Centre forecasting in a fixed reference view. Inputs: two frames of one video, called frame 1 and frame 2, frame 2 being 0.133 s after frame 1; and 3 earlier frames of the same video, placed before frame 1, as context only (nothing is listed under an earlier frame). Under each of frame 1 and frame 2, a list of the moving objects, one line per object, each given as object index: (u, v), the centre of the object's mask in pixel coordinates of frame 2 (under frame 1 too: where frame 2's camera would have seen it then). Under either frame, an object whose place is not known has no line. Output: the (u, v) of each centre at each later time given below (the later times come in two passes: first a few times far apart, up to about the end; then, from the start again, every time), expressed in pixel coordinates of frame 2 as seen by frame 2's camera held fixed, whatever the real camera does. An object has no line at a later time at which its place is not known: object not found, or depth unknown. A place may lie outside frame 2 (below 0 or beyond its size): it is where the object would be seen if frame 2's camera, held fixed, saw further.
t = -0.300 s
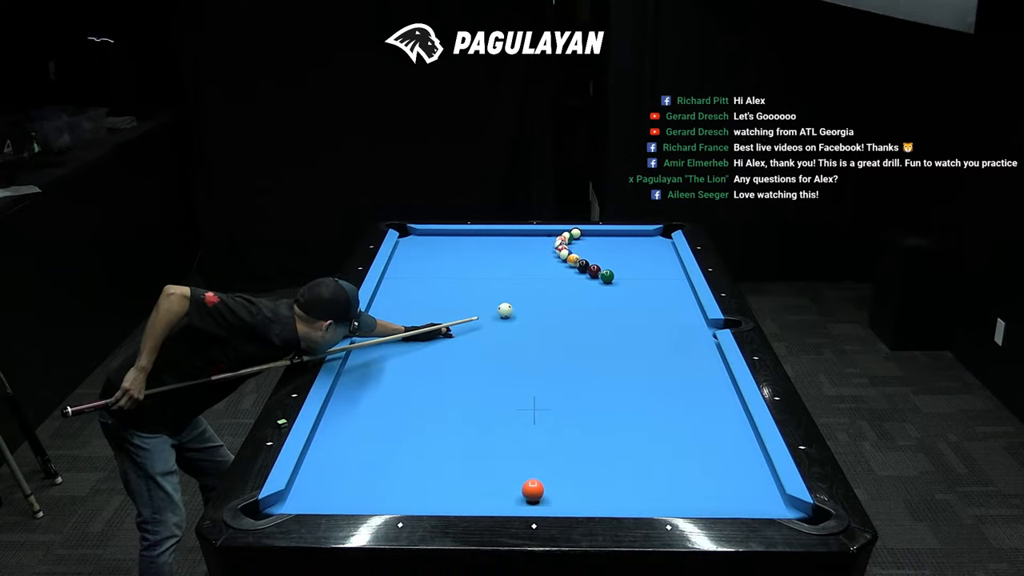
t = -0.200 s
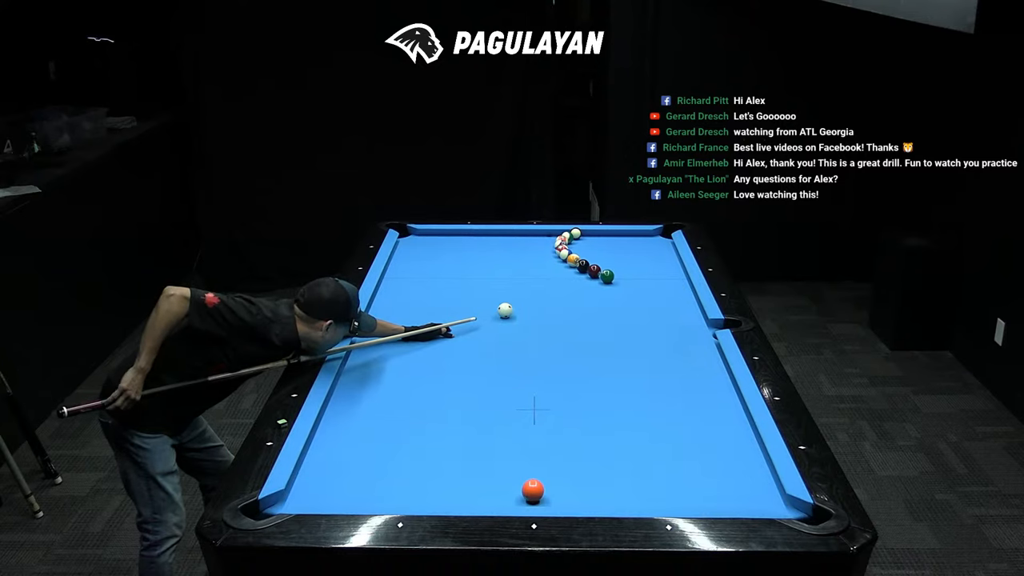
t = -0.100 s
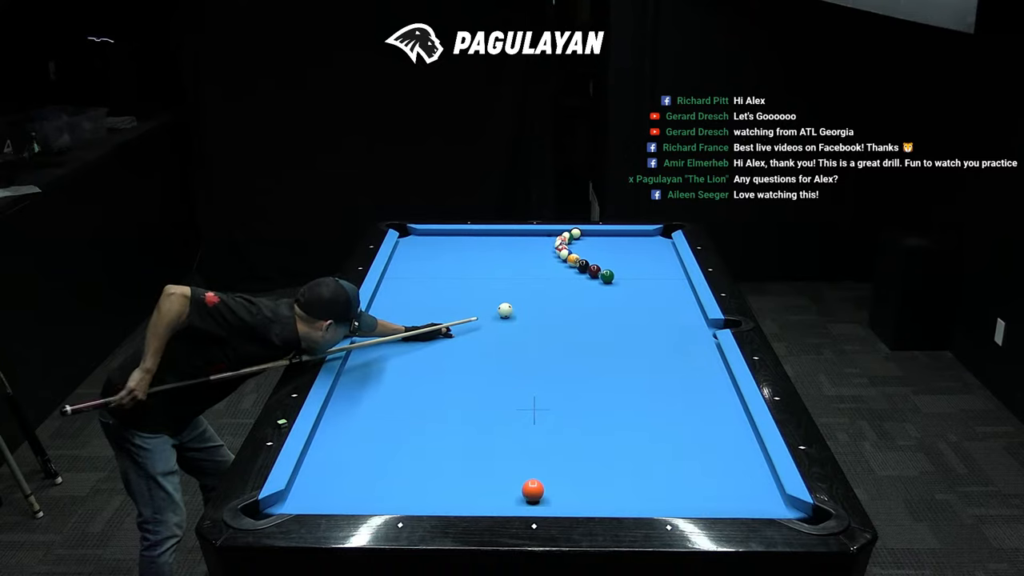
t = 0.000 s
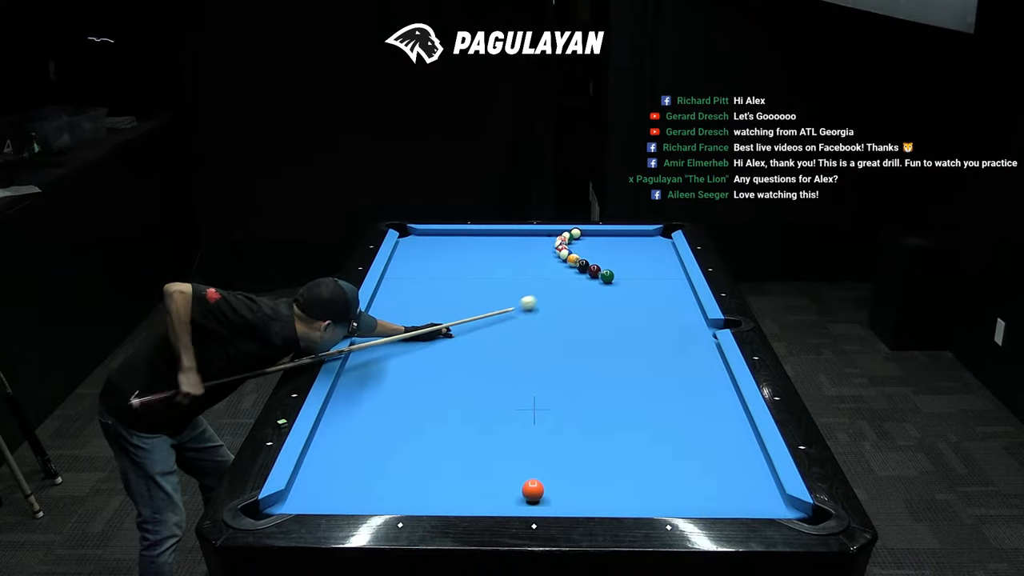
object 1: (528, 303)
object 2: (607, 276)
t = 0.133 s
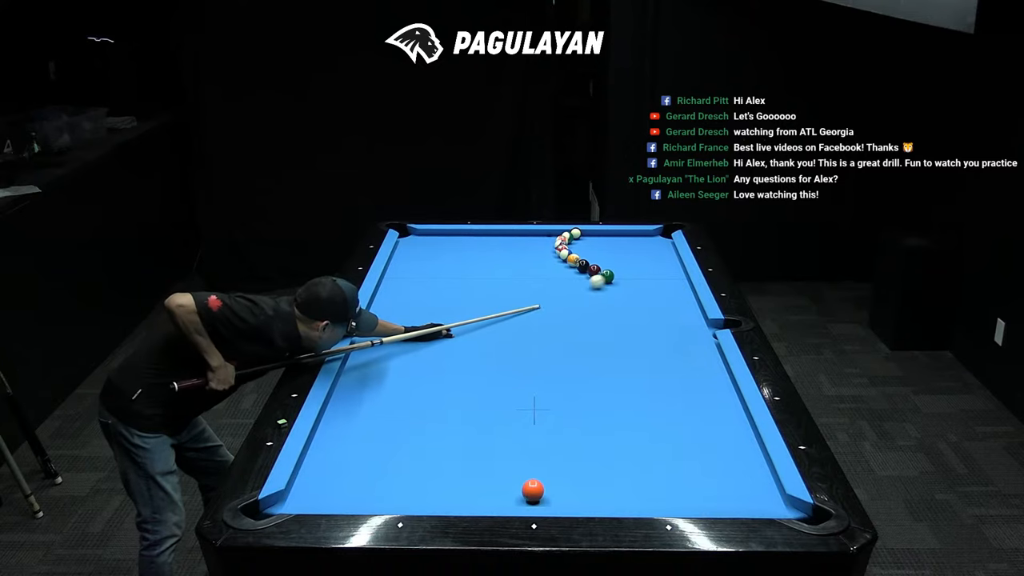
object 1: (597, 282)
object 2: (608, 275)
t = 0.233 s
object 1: (624, 283)
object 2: (628, 261)
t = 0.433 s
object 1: (666, 287)
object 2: (666, 234)
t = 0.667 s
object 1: (672, 293)
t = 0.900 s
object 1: (648, 300)
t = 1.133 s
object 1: (624, 308)
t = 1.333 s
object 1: (603, 314)
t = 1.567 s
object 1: (579, 321)
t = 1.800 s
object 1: (555, 328)
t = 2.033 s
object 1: (532, 336)
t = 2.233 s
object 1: (511, 342)
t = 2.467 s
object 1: (488, 350)
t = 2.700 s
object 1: (464, 357)
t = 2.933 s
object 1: (442, 364)
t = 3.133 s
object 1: (422, 370)
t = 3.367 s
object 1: (401, 377)
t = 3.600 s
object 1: (379, 384)
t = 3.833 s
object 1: (358, 391)
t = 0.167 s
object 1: (608, 281)
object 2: (614, 271)
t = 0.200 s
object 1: (616, 282)
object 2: (621, 266)
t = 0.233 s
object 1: (624, 283)
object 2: (628, 261)
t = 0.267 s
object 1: (631, 284)
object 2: (636, 256)
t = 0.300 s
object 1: (638, 284)
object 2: (642, 251)
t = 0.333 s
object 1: (645, 285)
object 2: (649, 246)
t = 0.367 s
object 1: (653, 286)
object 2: (655, 242)
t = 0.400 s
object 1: (660, 286)
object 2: (660, 238)
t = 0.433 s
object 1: (666, 287)
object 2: (666, 234)
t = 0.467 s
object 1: (674, 287)
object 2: (670, 230)
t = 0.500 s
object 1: (681, 288)
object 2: (675, 228)
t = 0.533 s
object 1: (688, 289)
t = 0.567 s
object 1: (683, 290)
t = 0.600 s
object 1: (679, 291)
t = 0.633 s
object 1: (675, 292)
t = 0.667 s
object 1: (672, 293)
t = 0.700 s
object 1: (668, 294)
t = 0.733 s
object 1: (665, 295)
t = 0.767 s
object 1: (661, 296)
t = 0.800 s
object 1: (658, 297)
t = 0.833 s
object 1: (655, 298)
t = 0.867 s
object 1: (651, 299)
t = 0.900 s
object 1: (648, 300)
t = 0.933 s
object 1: (644, 301)
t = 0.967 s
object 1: (641, 302)
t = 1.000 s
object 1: (638, 303)
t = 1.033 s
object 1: (634, 304)
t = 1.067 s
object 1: (631, 305)
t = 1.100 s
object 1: (627, 306)
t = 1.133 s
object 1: (624, 308)
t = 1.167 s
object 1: (620, 309)
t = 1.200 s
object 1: (617, 310)
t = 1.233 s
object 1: (613, 311)
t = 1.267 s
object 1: (610, 312)
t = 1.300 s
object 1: (607, 313)
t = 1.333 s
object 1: (603, 314)
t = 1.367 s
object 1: (600, 315)
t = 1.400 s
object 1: (596, 316)
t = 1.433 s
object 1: (593, 317)
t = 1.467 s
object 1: (589, 318)
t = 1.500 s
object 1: (586, 319)
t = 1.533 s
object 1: (582, 320)
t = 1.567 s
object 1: (579, 321)
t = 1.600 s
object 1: (576, 322)
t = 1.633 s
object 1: (572, 323)
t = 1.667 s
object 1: (569, 324)
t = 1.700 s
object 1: (565, 325)
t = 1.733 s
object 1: (562, 327)
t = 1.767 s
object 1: (559, 328)
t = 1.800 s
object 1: (555, 328)
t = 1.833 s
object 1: (552, 330)
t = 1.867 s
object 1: (549, 330)
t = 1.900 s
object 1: (545, 332)
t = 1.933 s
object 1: (542, 333)
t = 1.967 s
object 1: (538, 334)
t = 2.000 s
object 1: (535, 335)
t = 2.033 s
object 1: (532, 336)
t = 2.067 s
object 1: (528, 337)
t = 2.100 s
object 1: (525, 338)
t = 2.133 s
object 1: (521, 339)
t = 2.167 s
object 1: (518, 340)
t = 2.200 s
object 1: (514, 341)
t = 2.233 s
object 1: (511, 342)
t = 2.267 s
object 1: (508, 343)
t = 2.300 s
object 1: (505, 345)
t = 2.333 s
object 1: (501, 346)
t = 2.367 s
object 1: (498, 347)
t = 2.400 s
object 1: (495, 348)
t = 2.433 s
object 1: (491, 349)
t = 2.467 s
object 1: (488, 350)
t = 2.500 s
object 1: (485, 351)
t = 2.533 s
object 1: (481, 352)
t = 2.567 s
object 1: (478, 353)
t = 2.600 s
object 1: (474, 354)
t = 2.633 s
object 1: (471, 355)
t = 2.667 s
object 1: (468, 356)
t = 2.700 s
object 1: (464, 357)
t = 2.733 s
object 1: (461, 358)
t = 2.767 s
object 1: (458, 359)
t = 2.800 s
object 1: (454, 360)
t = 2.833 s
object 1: (451, 361)
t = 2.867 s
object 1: (448, 362)
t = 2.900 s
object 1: (445, 363)
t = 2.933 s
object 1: (442, 364)
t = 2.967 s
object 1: (439, 365)
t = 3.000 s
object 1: (435, 366)
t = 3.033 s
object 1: (432, 367)
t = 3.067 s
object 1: (429, 368)
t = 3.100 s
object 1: (426, 369)
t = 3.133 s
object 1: (422, 370)
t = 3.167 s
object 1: (419, 371)
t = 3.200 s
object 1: (416, 372)
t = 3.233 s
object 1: (413, 373)
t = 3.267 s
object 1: (410, 374)
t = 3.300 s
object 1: (407, 375)
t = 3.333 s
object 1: (404, 376)
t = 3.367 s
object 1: (401, 377)
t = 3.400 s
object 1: (397, 378)
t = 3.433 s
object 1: (394, 379)
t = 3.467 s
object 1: (391, 380)
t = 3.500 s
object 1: (388, 381)
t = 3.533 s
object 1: (385, 382)
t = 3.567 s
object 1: (382, 383)
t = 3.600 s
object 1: (379, 384)
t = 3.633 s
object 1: (376, 385)
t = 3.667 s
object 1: (373, 386)
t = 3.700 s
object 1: (370, 387)
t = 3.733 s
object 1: (367, 388)
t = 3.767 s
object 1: (364, 389)
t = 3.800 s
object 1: (361, 390)
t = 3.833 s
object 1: (358, 391)
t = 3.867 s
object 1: (355, 392)
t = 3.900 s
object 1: (352, 393)
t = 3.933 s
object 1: (350, 394)
